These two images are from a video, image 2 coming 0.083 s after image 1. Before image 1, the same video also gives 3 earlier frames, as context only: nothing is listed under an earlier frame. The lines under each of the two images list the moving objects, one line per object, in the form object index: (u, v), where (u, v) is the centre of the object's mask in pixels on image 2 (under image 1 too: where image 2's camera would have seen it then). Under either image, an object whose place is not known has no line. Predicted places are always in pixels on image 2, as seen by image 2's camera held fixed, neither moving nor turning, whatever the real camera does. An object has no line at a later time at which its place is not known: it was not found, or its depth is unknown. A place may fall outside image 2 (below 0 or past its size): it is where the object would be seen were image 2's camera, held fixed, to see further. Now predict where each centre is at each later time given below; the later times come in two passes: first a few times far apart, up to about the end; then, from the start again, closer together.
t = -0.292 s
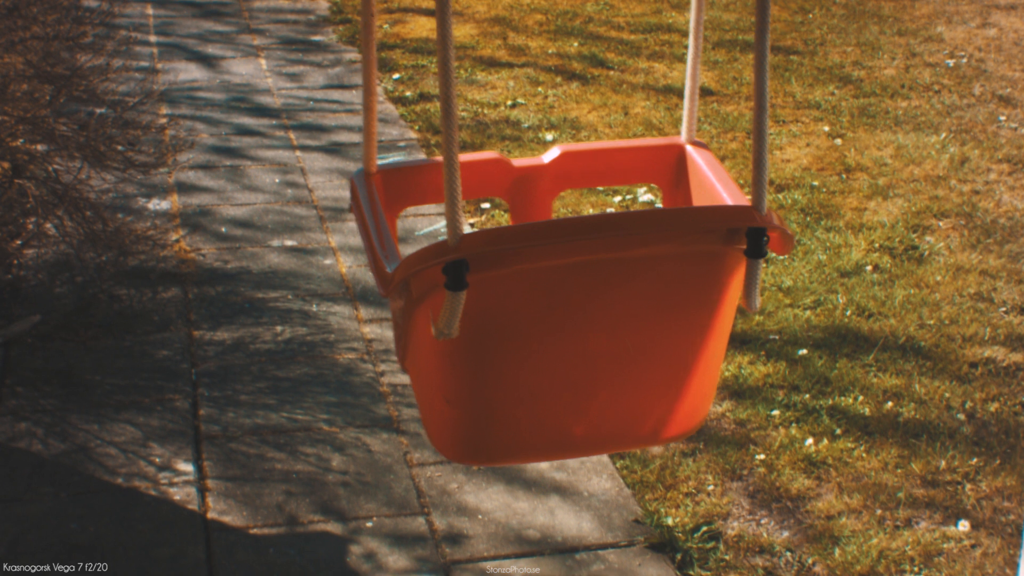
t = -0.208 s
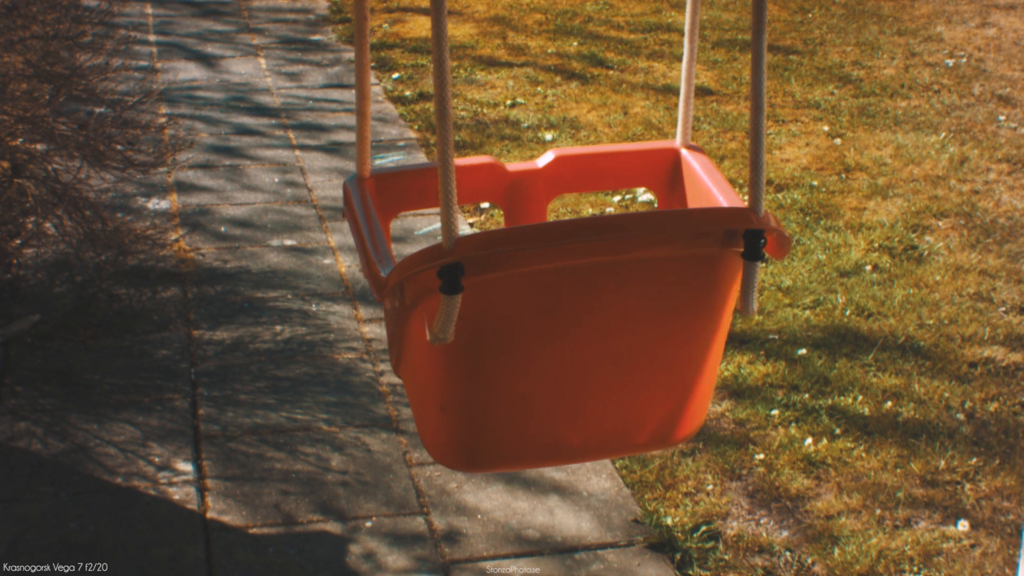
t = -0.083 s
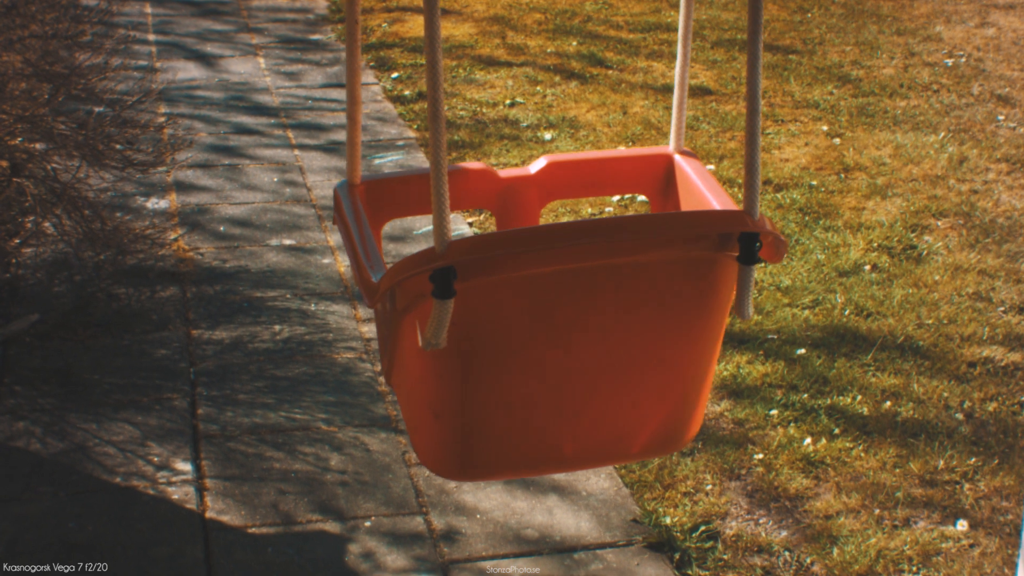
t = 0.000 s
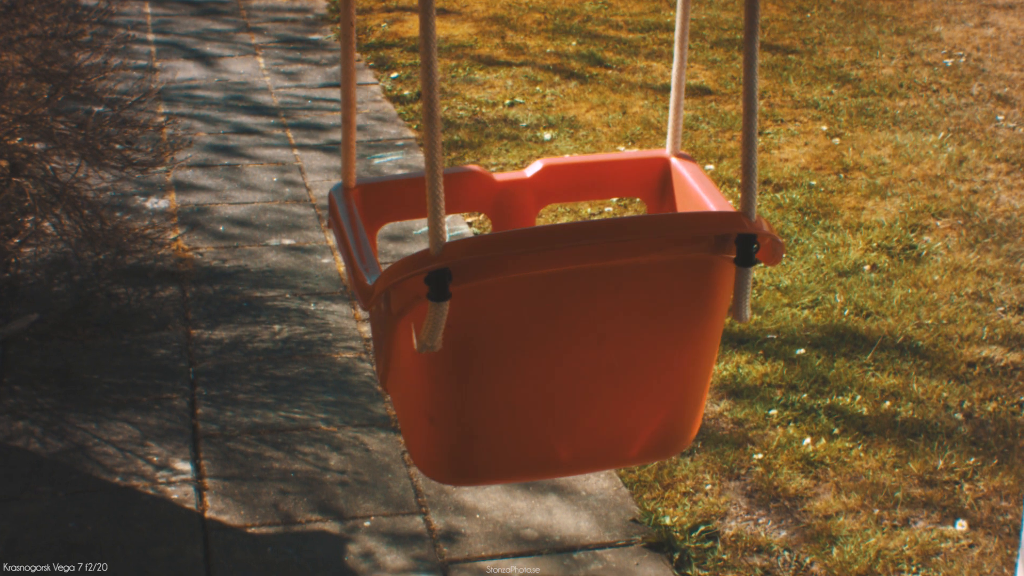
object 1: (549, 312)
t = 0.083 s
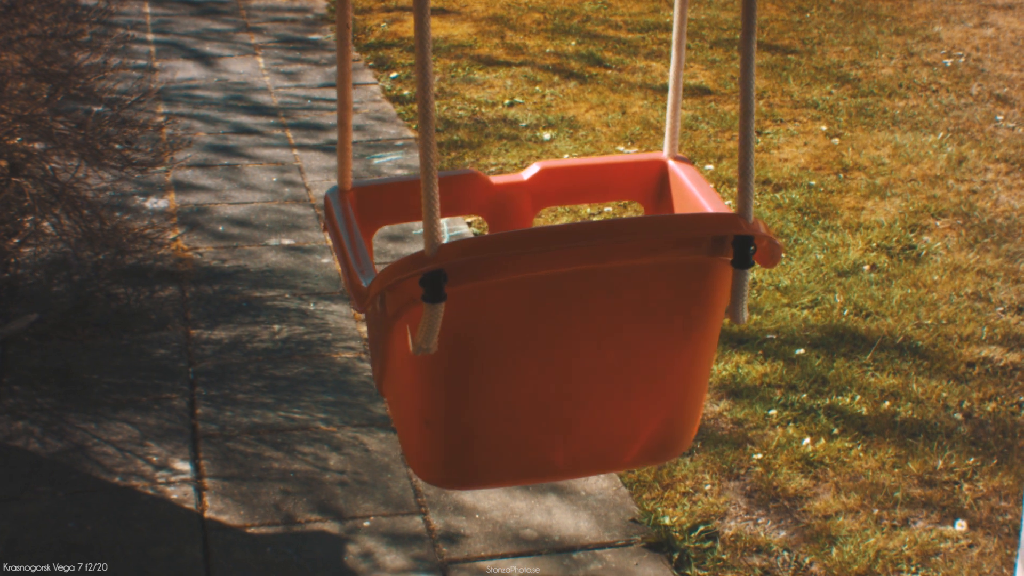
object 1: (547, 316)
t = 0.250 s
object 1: (544, 319)
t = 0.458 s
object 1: (547, 316)
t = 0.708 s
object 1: (556, 308)
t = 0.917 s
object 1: (558, 297)
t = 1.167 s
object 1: (556, 286)
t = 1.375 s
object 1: (550, 282)
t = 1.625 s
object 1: (545, 285)
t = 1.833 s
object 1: (544, 294)
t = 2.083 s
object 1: (552, 305)
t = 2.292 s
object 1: (562, 311)
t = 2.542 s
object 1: (568, 314)
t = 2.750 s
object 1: (564, 312)
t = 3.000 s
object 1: (551, 306)
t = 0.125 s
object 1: (545, 316)
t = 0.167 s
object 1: (545, 317)
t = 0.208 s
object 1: (544, 318)
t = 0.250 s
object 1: (544, 319)
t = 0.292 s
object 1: (545, 319)
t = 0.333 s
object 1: (545, 319)
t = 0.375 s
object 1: (545, 318)
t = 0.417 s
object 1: (546, 317)
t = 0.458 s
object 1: (547, 316)
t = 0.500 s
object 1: (548, 316)
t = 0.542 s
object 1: (550, 315)
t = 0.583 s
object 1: (551, 313)
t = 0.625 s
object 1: (553, 311)
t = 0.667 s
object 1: (555, 310)
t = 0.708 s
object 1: (556, 308)
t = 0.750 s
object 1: (557, 306)
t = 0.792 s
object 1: (556, 304)
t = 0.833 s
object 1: (557, 302)
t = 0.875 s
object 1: (558, 299)
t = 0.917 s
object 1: (558, 297)
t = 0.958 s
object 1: (558, 295)
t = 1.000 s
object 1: (558, 293)
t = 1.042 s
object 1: (559, 291)
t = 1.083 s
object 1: (558, 289)
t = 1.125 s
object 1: (557, 287)
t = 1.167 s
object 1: (556, 286)
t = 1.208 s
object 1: (555, 285)
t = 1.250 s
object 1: (553, 283)
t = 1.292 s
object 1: (552, 283)
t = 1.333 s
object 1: (551, 283)
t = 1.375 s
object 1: (550, 282)
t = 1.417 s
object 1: (548, 283)
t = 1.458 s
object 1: (547, 282)
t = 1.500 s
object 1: (546, 283)
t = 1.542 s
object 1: (546, 283)
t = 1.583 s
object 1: (545, 283)
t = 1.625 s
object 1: (545, 285)
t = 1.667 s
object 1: (544, 286)
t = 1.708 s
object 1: (543, 289)
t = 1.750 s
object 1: (543, 290)
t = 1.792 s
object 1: (543, 292)
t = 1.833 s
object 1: (544, 294)
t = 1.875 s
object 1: (545, 296)
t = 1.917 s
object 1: (546, 298)
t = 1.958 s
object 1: (547, 300)
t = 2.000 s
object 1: (549, 301)
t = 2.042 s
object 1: (550, 303)
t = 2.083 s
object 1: (552, 305)
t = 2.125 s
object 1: (554, 307)
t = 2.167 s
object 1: (556, 308)
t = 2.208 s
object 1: (558, 310)
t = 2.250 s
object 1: (560, 311)
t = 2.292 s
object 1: (562, 311)
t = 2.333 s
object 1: (564, 312)
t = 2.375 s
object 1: (565, 313)
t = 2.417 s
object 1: (567, 313)
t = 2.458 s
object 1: (568, 314)
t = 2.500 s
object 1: (568, 314)
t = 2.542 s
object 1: (568, 314)
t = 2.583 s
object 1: (568, 314)
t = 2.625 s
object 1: (567, 314)
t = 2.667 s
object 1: (567, 313)
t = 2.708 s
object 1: (566, 312)
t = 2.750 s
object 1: (564, 312)
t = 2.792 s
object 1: (562, 310)
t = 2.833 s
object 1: (560, 310)
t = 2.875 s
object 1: (558, 309)
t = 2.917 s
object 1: (555, 308)
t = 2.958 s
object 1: (553, 307)
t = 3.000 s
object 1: (551, 306)
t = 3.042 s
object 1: (548, 304)
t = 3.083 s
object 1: (545, 303)
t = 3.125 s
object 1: (542, 302)
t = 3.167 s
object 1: (540, 300)
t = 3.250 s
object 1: (536, 297)
